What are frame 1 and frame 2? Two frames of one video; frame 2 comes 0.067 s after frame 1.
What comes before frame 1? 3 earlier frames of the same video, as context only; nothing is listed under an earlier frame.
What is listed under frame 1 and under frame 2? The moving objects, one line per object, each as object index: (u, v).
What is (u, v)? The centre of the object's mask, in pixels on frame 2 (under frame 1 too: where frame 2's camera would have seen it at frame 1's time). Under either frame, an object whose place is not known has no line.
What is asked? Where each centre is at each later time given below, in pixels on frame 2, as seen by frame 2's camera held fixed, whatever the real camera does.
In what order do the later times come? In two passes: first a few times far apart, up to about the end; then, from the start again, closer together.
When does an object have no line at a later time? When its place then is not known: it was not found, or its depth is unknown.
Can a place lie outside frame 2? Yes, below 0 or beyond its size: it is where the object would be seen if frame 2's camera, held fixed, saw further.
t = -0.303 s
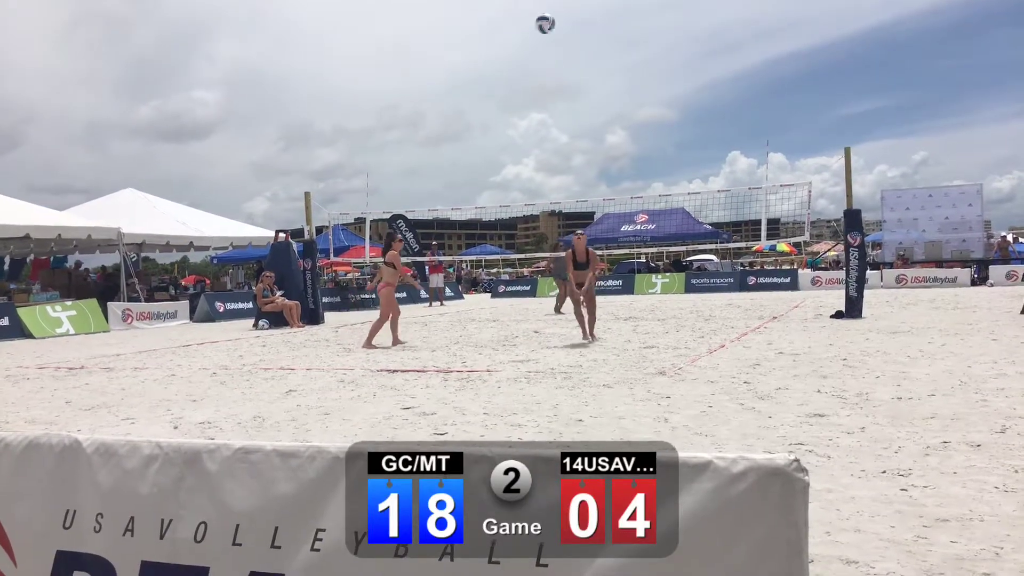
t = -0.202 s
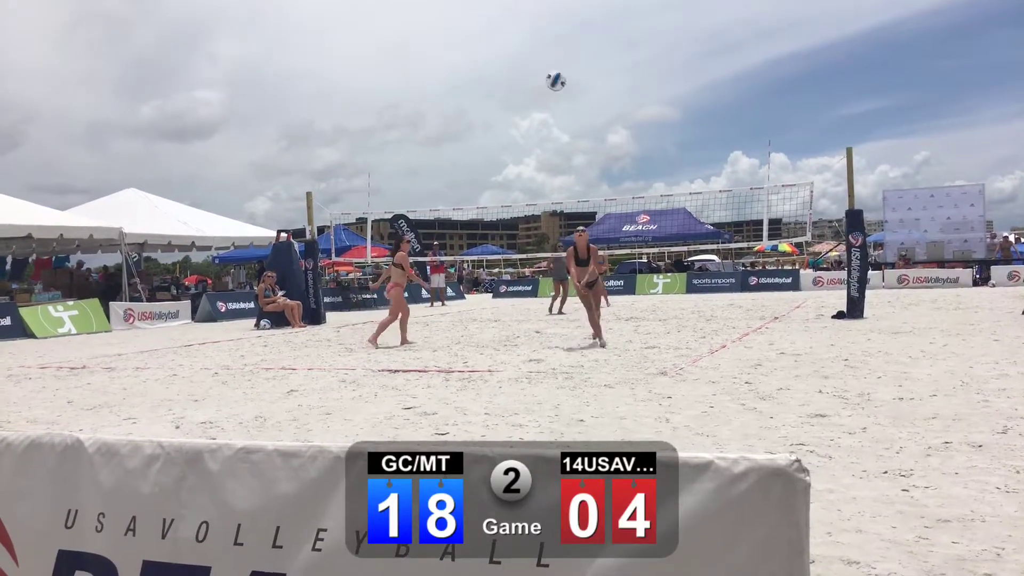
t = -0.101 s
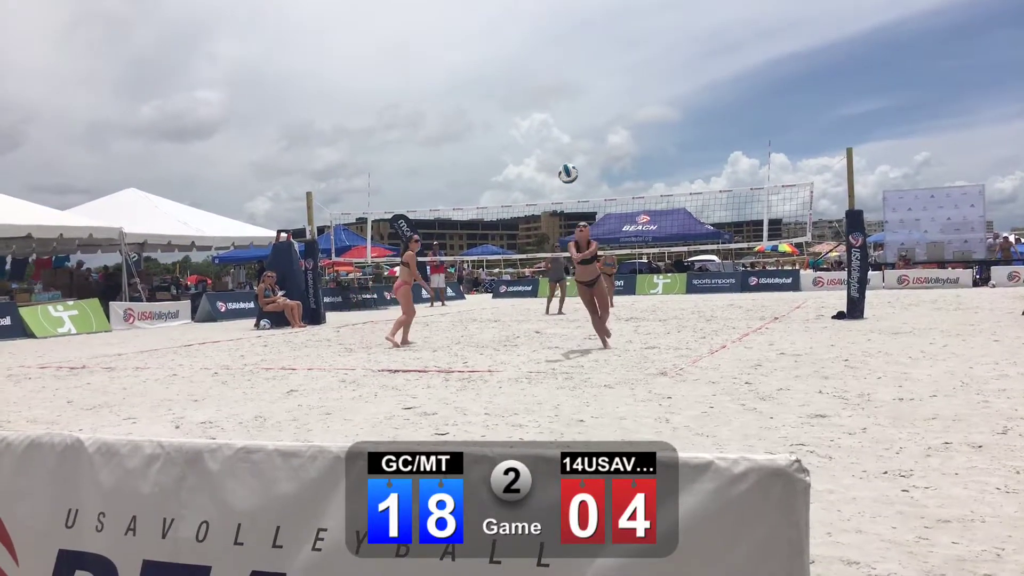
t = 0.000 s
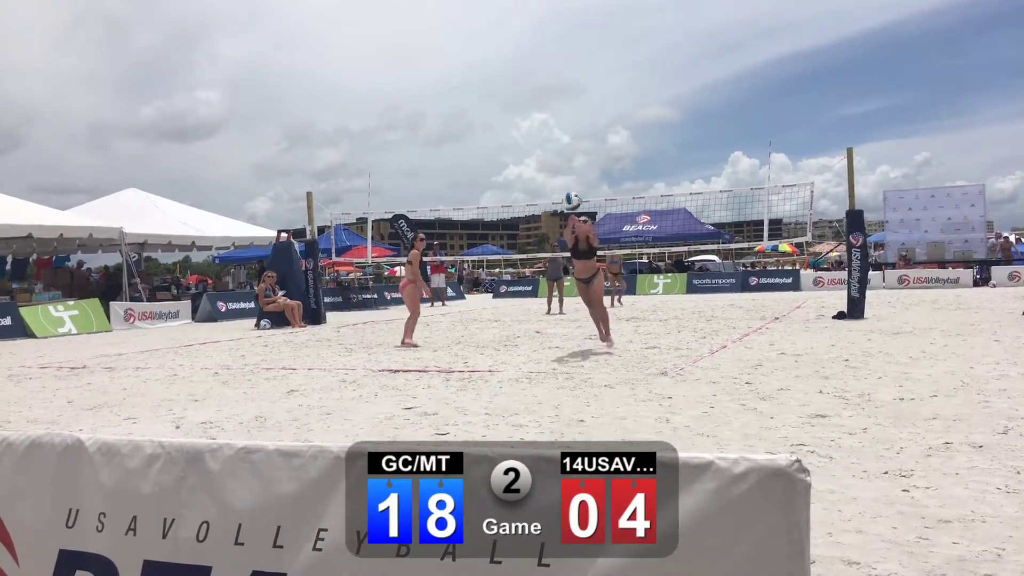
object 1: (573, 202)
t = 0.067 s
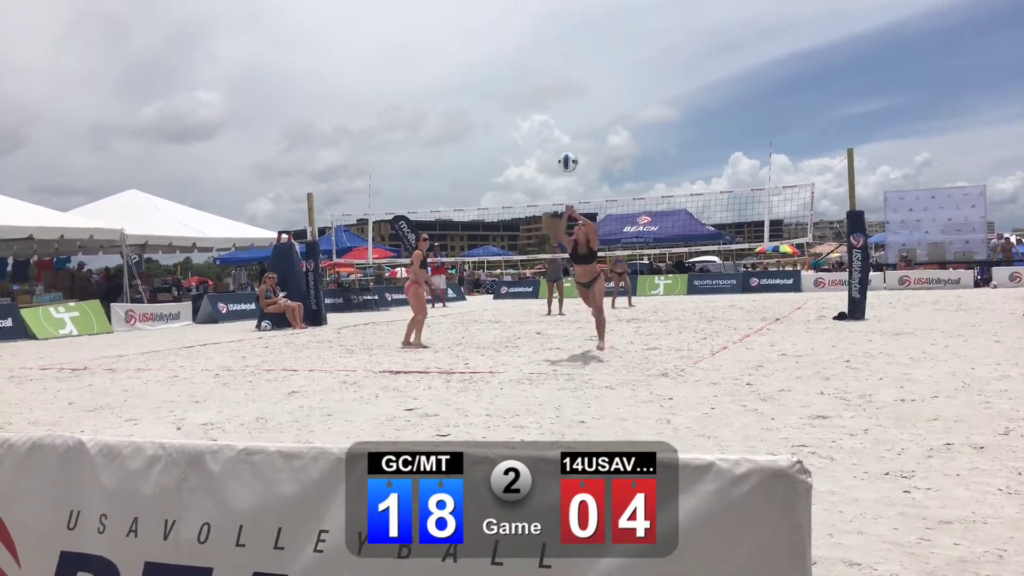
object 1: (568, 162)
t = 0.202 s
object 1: (559, 98)
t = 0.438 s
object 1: (546, 31)
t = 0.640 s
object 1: (534, 15)
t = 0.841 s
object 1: (524, 33)
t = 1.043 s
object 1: (514, 79)
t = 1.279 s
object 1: (503, 162)
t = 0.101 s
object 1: (566, 144)
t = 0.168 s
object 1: (561, 111)
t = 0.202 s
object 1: (559, 98)
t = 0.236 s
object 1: (558, 84)
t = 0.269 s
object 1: (556, 73)
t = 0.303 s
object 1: (553, 62)
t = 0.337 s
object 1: (551, 52)
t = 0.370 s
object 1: (549, 44)
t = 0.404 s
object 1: (548, 37)
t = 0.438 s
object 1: (546, 31)
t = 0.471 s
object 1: (544, 26)
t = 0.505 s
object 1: (542, 22)
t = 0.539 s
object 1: (540, 19)
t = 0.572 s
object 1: (538, 17)
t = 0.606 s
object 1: (536, 16)
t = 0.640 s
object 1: (534, 15)
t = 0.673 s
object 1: (532, 16)
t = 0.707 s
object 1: (530, 18)
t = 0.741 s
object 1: (529, 20)
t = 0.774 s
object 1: (527, 24)
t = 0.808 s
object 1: (526, 28)
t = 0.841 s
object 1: (524, 33)
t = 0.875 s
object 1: (522, 39)
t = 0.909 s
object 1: (520, 45)
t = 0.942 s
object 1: (518, 52)
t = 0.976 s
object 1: (517, 60)
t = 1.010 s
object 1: (515, 69)
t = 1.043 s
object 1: (514, 79)
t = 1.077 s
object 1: (513, 89)
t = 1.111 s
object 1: (511, 99)
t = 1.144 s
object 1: (509, 111)
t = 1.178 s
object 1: (507, 122)
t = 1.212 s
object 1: (506, 136)
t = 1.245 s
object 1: (505, 148)
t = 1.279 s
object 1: (503, 162)
